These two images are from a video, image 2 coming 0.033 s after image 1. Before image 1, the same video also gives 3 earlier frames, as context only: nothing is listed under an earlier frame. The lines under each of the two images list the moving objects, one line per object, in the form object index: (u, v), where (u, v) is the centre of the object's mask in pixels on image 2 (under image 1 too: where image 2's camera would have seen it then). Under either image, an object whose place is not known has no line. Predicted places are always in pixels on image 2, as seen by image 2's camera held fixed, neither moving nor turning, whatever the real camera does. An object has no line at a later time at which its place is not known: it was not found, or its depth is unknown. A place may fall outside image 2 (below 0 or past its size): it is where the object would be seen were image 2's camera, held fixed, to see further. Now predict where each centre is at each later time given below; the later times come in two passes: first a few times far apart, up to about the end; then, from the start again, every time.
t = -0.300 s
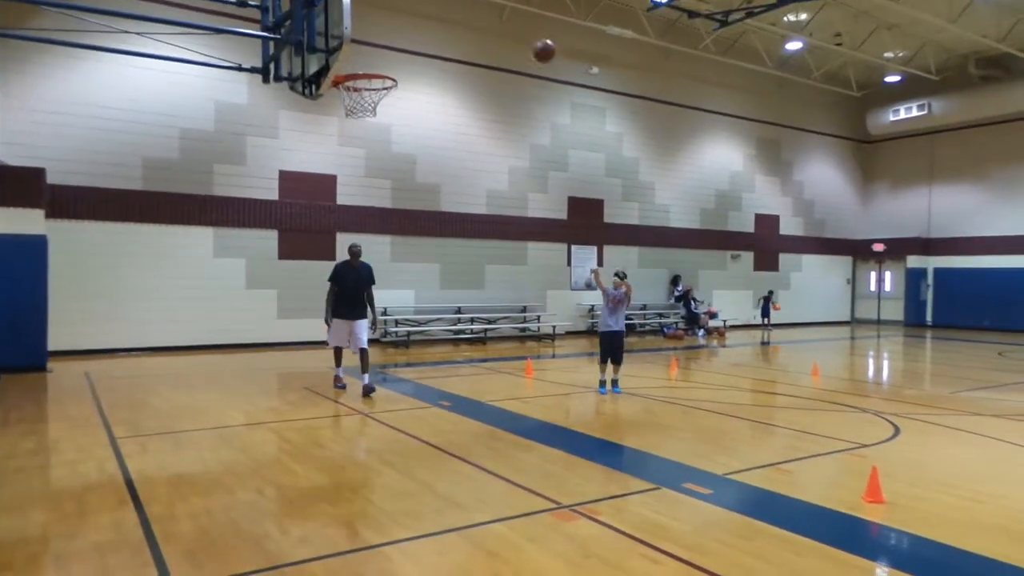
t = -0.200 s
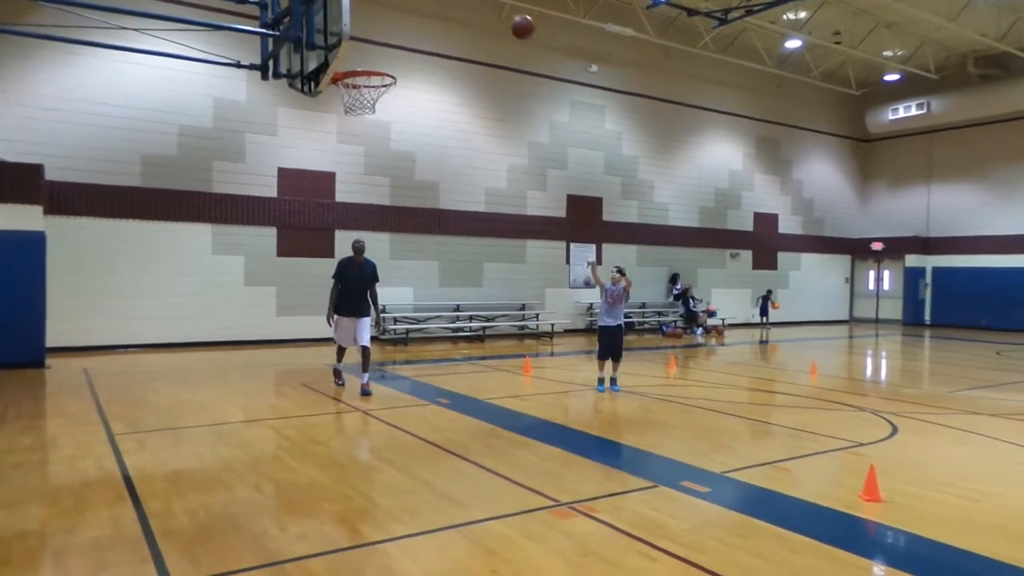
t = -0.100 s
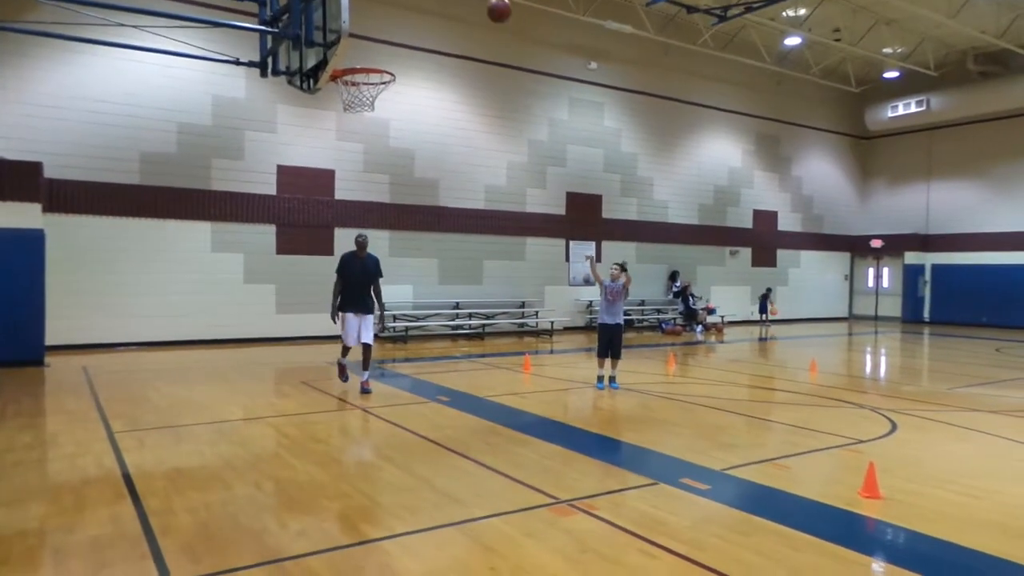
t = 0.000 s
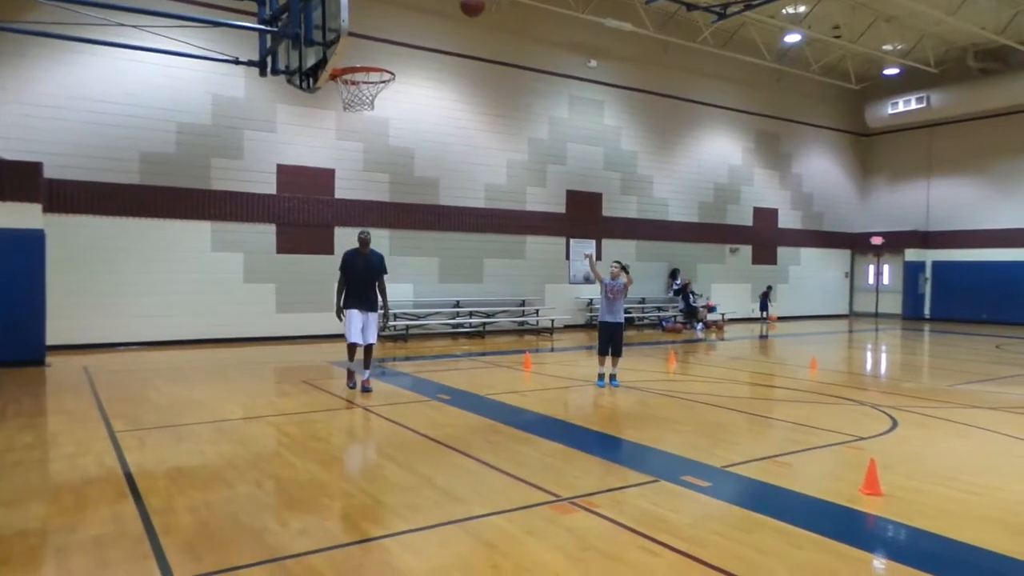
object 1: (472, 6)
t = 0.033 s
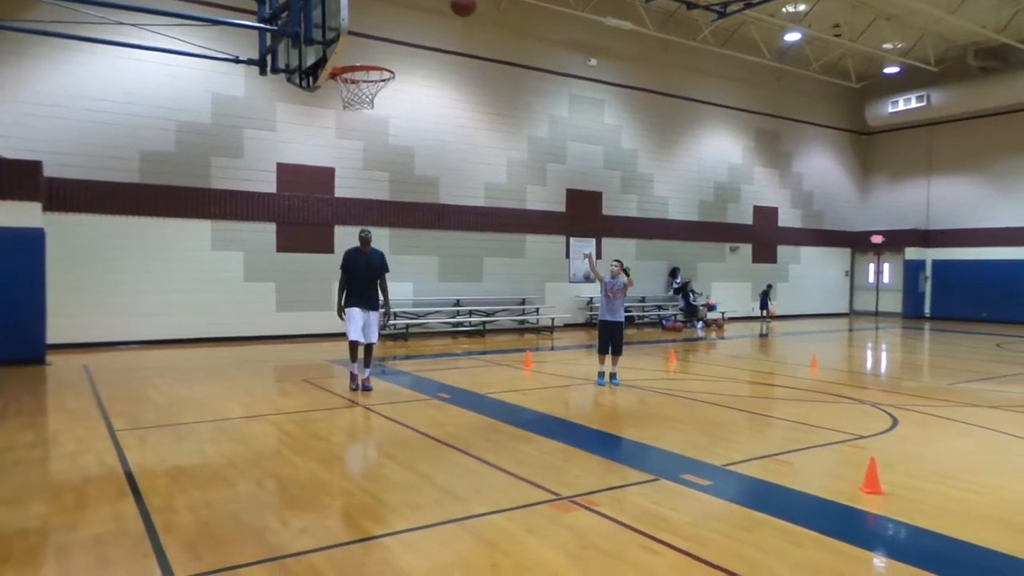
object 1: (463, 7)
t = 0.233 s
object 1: (401, 37)
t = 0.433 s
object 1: (341, 95)
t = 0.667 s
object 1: (369, 98)
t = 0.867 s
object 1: (382, 132)
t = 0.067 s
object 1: (454, 9)
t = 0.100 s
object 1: (444, 11)
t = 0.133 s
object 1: (433, 14)
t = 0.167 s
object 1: (422, 18)
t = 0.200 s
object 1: (412, 27)
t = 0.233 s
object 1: (401, 37)
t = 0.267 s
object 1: (390, 47)
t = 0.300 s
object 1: (378, 57)
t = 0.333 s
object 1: (366, 72)
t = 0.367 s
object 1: (353, 85)
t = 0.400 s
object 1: (344, 92)
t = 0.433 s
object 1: (341, 95)
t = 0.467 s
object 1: (344, 94)
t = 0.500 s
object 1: (347, 95)
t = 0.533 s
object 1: (352, 96)
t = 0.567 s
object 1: (357, 97)
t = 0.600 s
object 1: (362, 98)
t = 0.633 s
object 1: (365, 97)
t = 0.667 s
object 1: (369, 98)
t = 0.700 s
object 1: (371, 101)
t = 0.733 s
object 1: (373, 105)
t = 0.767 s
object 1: (376, 110)
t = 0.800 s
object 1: (378, 115)
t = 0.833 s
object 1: (380, 123)
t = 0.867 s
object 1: (382, 132)
